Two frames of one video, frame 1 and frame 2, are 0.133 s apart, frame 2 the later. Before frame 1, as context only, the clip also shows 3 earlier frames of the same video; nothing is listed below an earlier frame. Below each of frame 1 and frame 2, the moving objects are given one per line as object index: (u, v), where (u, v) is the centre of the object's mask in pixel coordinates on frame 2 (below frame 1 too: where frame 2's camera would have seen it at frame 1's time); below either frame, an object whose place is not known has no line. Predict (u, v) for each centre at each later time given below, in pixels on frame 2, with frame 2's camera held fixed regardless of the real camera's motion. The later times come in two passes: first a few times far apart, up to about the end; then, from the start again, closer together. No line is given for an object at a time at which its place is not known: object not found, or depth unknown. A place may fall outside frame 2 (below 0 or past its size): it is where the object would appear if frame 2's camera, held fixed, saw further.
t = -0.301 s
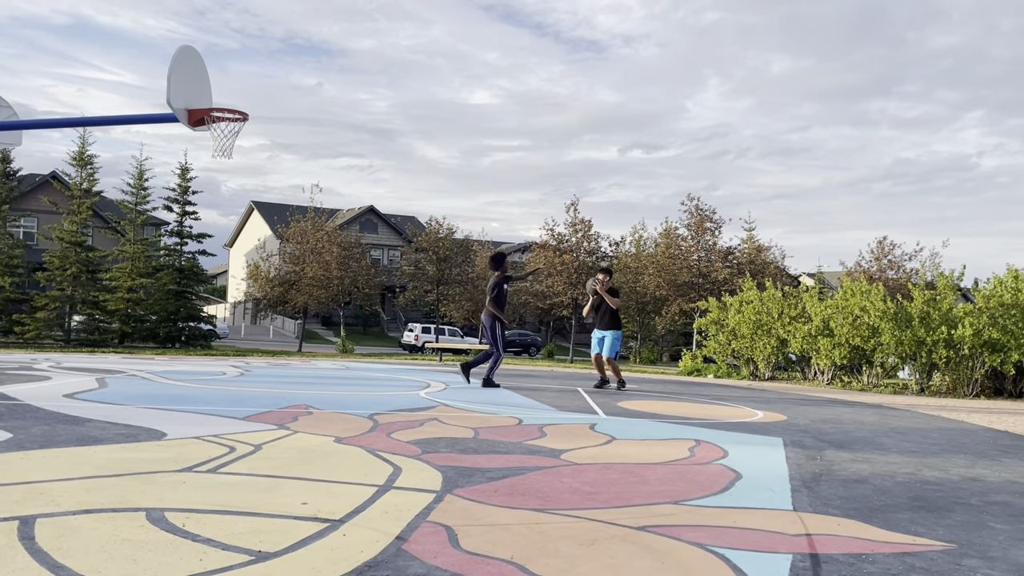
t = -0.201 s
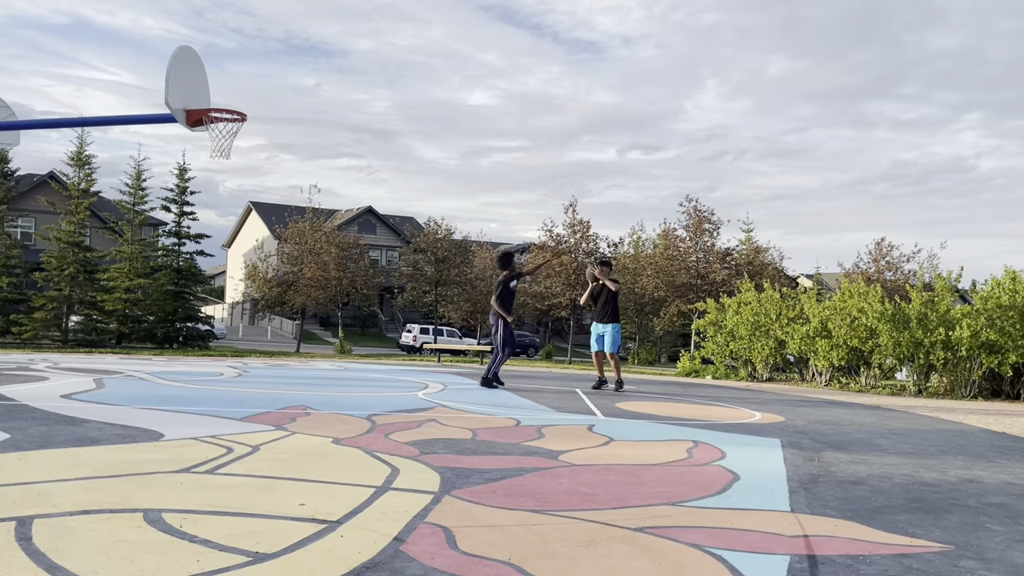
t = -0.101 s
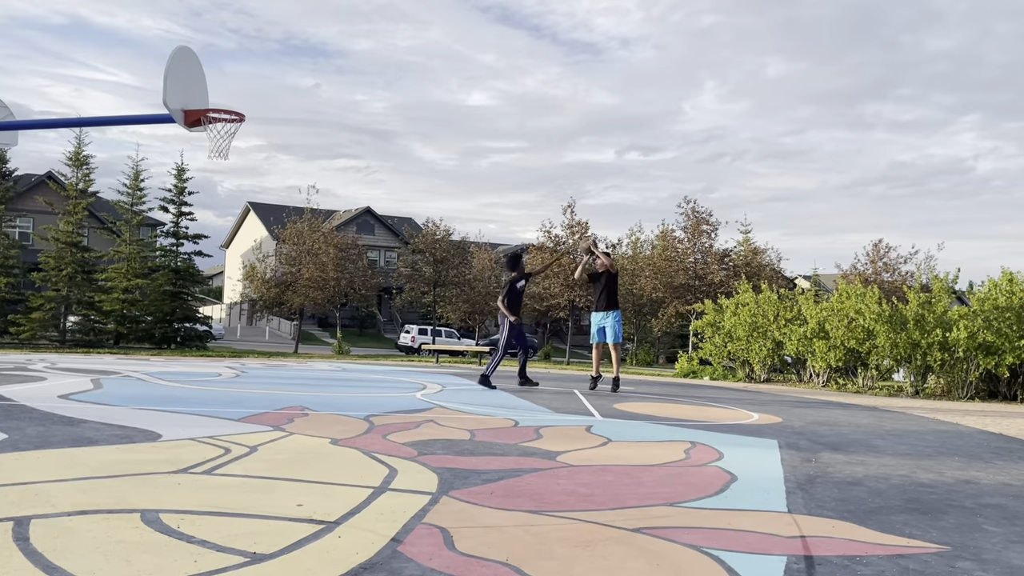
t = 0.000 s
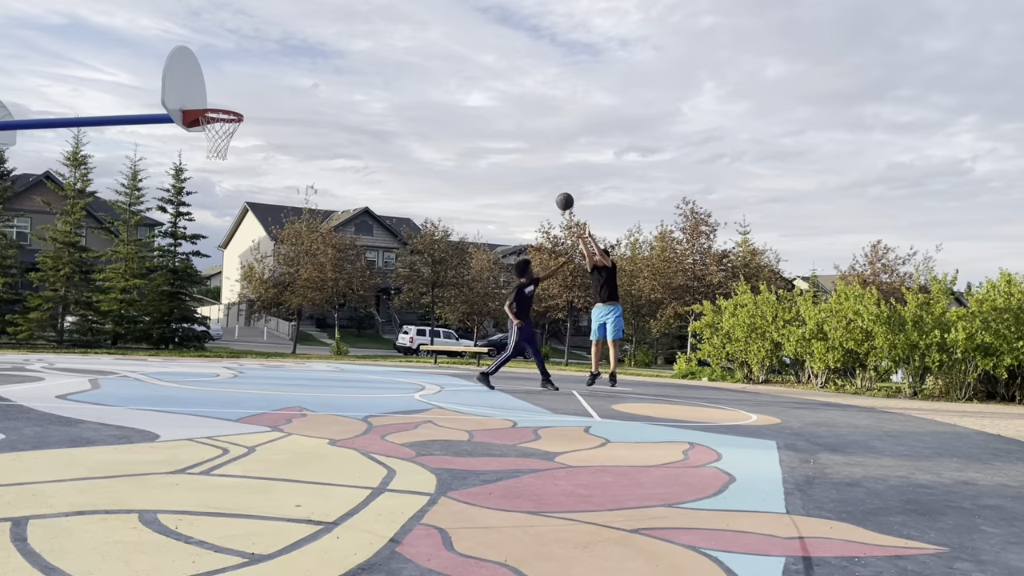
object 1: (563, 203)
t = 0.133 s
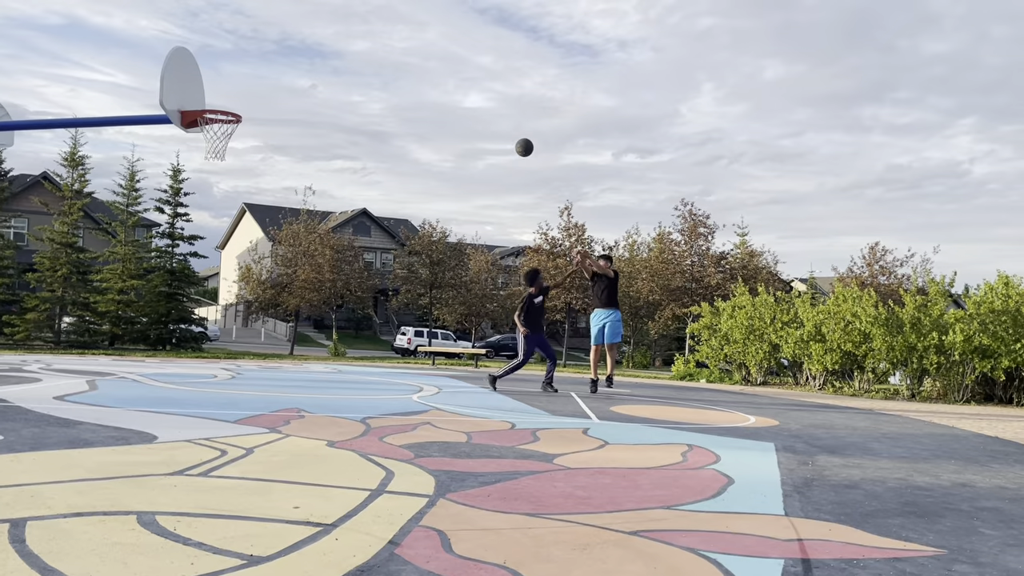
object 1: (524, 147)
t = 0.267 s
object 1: (483, 104)
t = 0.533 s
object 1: (397, 55)
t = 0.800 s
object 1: (304, 60)
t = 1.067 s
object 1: (209, 105)
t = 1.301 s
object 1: (258, 112)
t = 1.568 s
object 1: (314, 165)
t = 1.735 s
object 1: (344, 222)
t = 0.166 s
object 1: (514, 135)
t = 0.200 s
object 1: (504, 124)
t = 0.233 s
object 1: (494, 114)
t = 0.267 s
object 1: (483, 104)
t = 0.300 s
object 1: (473, 95)
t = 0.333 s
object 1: (463, 87)
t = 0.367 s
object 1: (452, 80)
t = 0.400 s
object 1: (441, 73)
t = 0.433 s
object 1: (431, 67)
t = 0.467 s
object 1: (420, 62)
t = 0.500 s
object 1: (408, 58)
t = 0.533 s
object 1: (397, 55)
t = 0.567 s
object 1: (386, 52)
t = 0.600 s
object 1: (375, 51)
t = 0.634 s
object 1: (363, 50)
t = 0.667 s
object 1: (352, 50)
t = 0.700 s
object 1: (340, 52)
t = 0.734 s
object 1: (328, 54)
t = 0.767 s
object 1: (316, 56)
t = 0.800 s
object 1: (304, 60)
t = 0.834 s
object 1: (291, 65)
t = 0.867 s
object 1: (279, 71)
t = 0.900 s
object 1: (266, 77)
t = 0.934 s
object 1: (253, 85)
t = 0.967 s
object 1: (240, 94)
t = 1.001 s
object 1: (227, 103)
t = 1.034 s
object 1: (215, 106)
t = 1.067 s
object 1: (209, 105)
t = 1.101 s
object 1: (211, 104)
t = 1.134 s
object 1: (219, 104)
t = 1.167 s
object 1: (227, 104)
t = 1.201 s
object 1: (235, 105)
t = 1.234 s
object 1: (243, 107)
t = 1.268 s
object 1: (251, 109)
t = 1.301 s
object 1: (258, 112)
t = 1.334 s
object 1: (265, 116)
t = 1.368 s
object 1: (273, 121)
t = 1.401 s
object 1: (280, 126)
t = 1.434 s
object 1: (287, 132)
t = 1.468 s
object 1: (294, 139)
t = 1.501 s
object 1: (300, 147)
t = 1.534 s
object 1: (307, 156)
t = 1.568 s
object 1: (314, 165)
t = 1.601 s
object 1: (320, 175)
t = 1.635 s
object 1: (326, 186)
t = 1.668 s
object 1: (333, 197)
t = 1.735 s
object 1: (344, 222)
